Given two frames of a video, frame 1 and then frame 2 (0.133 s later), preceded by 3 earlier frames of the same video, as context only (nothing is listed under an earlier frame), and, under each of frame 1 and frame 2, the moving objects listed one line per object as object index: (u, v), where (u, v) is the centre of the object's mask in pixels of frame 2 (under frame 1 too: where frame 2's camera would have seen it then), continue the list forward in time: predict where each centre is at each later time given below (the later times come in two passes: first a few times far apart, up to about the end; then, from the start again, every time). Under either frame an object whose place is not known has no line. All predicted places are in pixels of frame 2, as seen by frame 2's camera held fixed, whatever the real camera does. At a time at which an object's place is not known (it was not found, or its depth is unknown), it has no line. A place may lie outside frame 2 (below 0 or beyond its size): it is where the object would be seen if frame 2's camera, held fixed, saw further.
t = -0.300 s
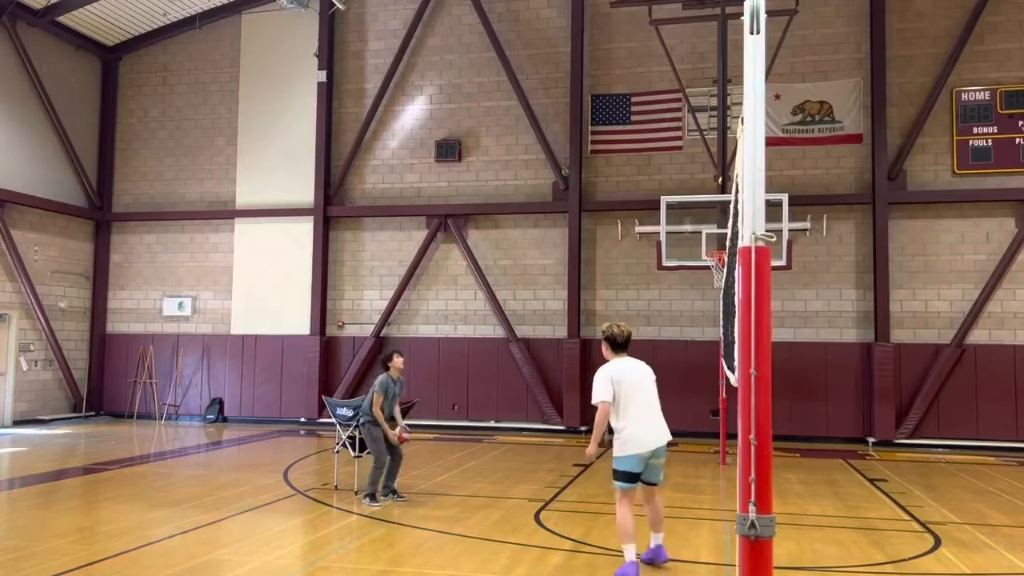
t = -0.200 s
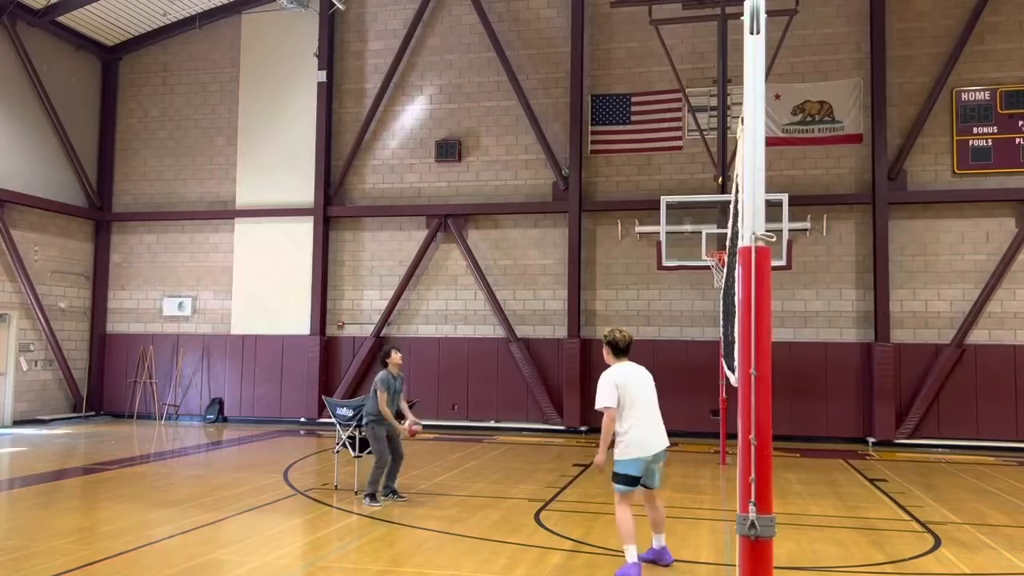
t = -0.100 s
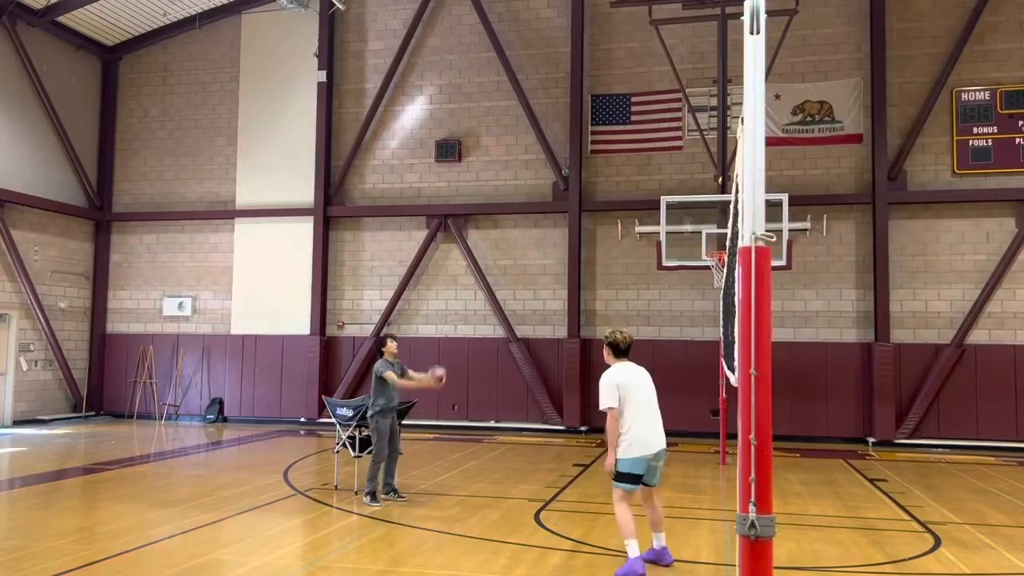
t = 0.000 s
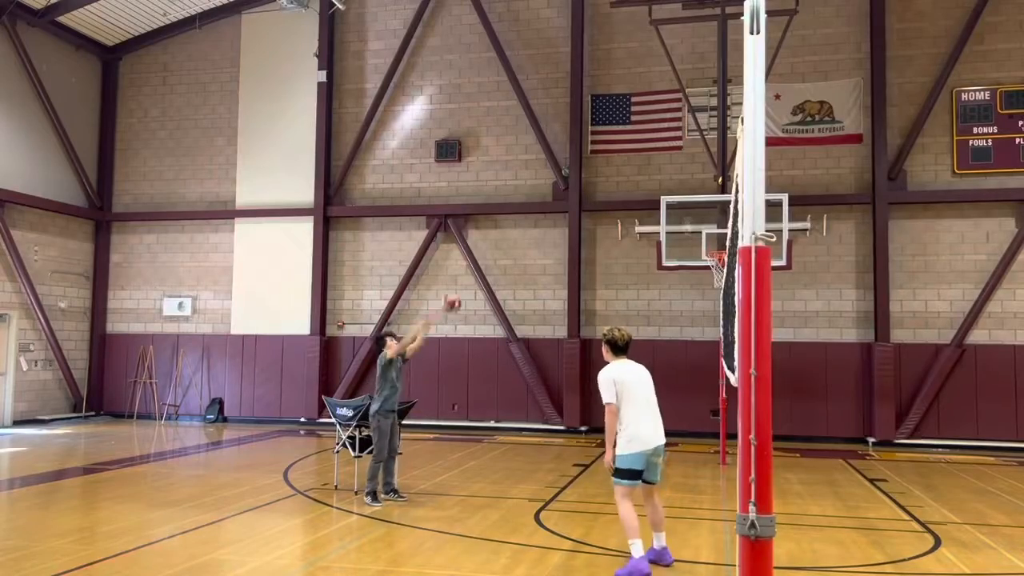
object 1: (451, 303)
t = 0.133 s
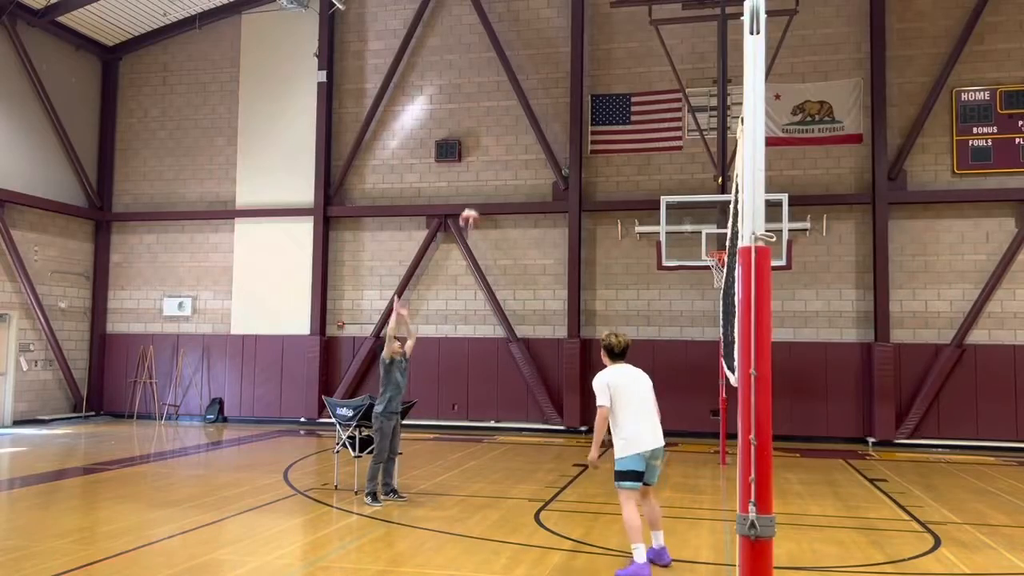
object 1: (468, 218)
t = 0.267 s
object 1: (488, 153)
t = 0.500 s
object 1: (518, 80)
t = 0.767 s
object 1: (553, 59)
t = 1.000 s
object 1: (583, 97)
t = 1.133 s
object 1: (600, 143)
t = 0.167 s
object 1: (474, 201)
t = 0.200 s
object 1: (478, 184)
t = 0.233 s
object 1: (483, 168)
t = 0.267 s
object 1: (488, 153)
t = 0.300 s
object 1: (493, 140)
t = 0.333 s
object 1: (497, 127)
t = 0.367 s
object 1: (501, 116)
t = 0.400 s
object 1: (505, 105)
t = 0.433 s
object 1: (510, 96)
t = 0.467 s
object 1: (514, 87)
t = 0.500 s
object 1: (518, 80)
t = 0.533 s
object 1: (522, 74)
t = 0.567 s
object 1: (527, 68)
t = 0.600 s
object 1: (530, 64)
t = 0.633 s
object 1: (535, 61)
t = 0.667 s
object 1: (540, 59)
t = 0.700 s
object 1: (545, 58)
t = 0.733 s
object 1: (549, 58)
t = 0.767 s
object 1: (553, 59)
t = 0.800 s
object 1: (557, 61)
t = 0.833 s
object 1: (562, 64)
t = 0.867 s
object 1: (566, 68)
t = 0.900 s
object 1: (570, 74)
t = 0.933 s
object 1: (574, 81)
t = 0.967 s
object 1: (579, 89)
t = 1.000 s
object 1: (583, 97)
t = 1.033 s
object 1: (587, 107)
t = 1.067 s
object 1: (591, 117)
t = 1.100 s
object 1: (596, 129)
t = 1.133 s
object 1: (600, 143)
